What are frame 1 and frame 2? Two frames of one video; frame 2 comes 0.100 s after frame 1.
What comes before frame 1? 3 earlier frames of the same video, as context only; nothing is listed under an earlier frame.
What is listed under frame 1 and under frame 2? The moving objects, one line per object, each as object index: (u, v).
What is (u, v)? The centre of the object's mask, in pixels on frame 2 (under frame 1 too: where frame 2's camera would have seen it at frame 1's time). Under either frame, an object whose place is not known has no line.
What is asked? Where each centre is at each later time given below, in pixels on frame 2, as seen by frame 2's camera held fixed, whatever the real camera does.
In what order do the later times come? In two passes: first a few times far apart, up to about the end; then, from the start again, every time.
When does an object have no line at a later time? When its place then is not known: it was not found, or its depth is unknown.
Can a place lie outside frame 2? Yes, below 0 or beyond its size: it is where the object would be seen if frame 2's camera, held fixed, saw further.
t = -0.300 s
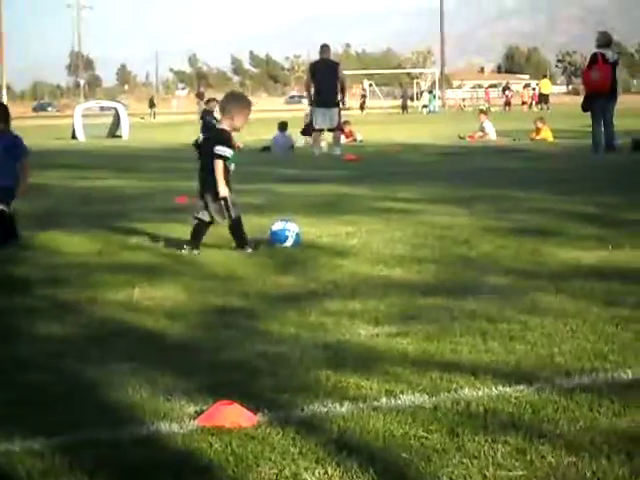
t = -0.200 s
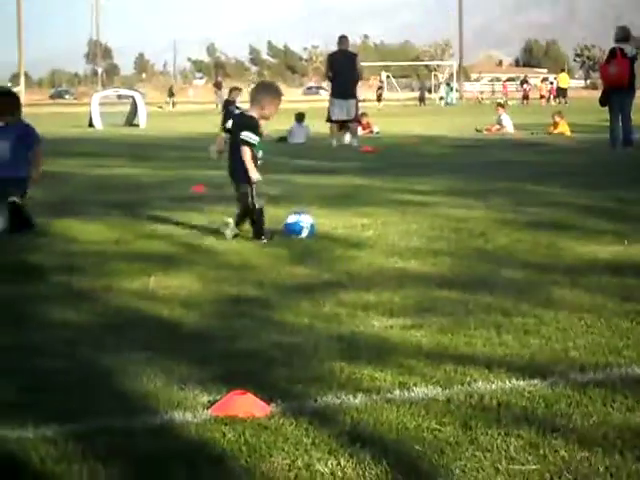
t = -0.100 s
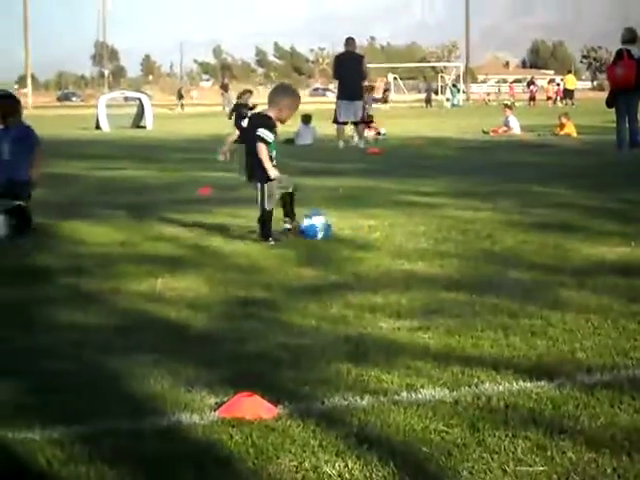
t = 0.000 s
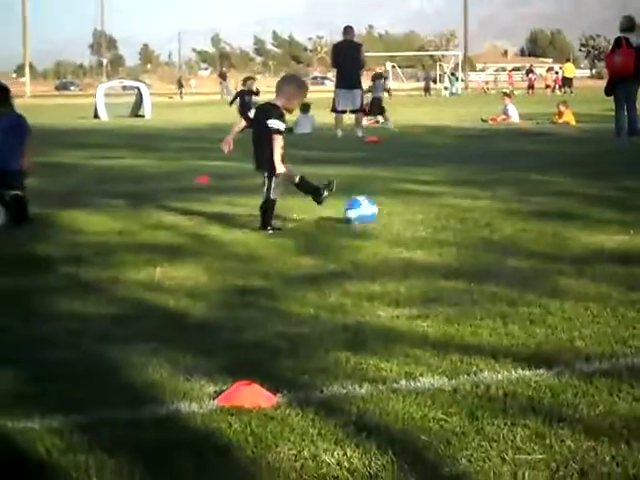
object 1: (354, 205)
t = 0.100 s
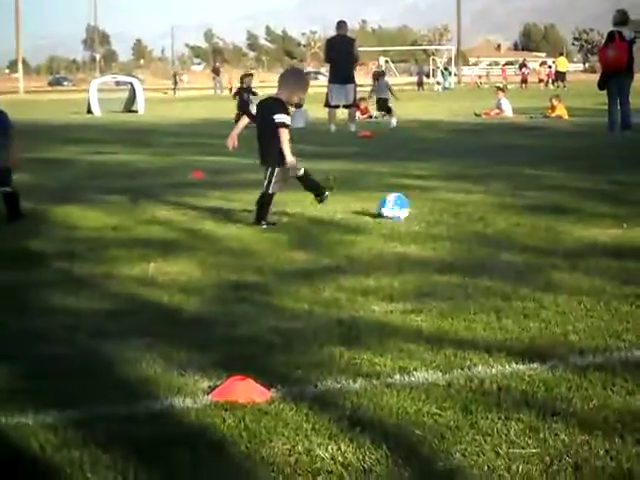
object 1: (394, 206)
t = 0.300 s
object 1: (432, 205)
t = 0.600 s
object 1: (473, 204)
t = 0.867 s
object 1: (499, 202)
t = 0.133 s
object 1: (400, 204)
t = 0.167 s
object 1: (406, 202)
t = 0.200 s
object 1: (412, 201)
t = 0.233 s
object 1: (418, 201)
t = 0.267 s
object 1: (425, 203)
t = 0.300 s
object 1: (432, 205)
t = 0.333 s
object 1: (436, 205)
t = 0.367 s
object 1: (441, 204)
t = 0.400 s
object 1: (446, 203)
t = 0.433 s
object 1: (449, 202)
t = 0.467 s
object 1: (455, 202)
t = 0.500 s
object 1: (461, 203)
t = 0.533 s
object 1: (465, 204)
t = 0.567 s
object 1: (469, 204)
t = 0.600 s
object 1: (473, 204)
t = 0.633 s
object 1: (478, 203)
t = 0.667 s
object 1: (481, 203)
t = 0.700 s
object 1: (484, 202)
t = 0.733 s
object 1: (488, 202)
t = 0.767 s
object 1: (491, 202)
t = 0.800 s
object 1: (494, 202)
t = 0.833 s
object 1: (497, 202)
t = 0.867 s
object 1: (499, 202)
